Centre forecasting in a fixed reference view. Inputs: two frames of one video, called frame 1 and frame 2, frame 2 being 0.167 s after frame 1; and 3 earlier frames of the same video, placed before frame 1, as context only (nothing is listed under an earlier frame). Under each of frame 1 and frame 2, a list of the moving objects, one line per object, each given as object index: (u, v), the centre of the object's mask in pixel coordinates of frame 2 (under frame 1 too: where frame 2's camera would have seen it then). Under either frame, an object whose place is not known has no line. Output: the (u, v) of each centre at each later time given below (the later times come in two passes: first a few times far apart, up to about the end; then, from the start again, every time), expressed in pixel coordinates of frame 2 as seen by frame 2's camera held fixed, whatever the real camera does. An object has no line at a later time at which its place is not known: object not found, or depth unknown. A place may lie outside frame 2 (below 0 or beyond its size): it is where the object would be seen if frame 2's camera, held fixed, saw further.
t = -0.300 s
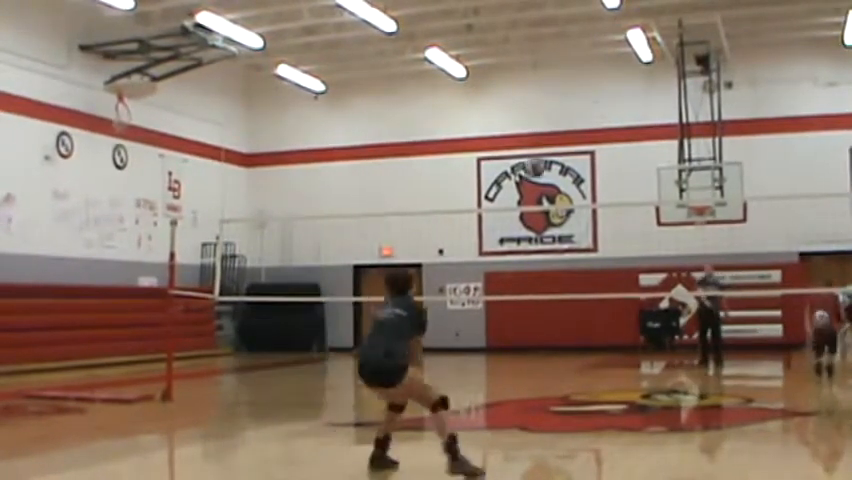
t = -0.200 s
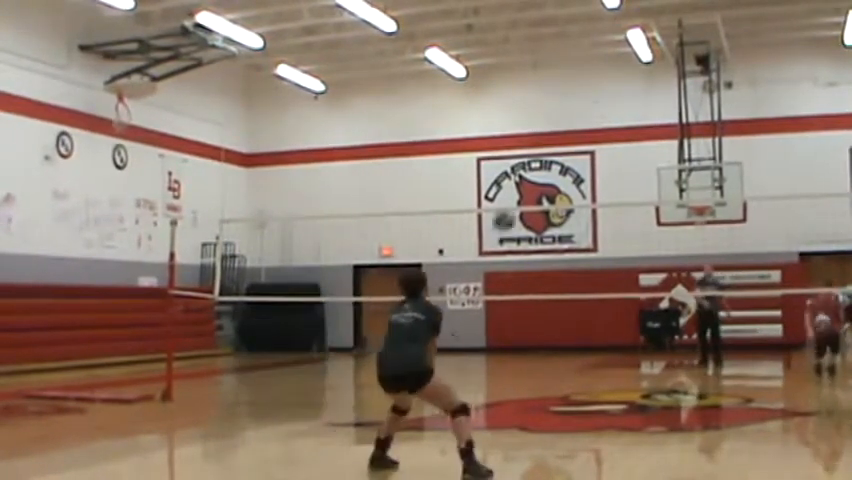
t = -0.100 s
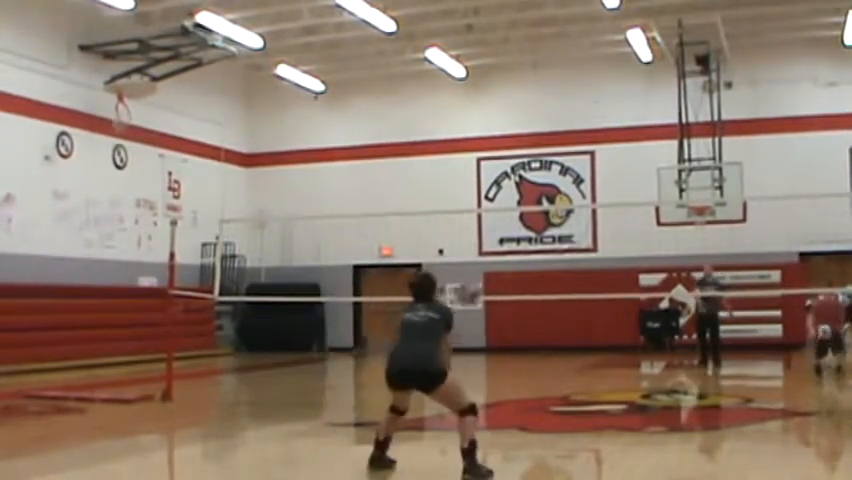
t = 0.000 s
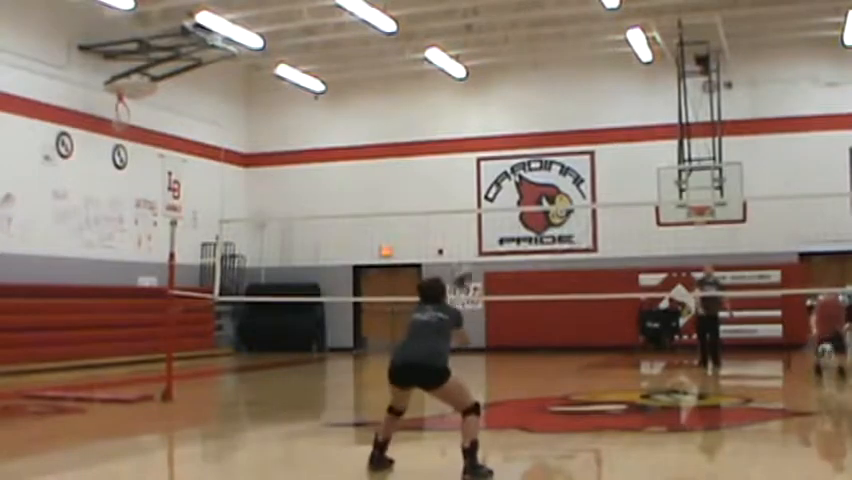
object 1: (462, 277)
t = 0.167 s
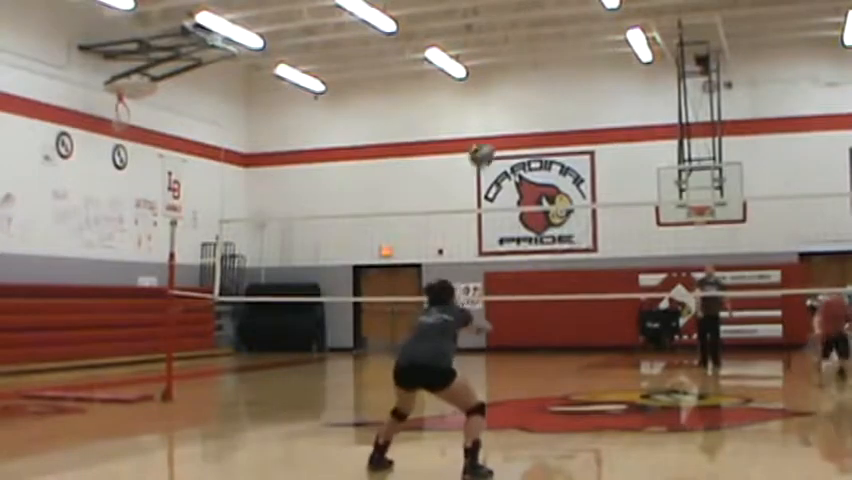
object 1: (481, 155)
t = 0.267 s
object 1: (493, 104)
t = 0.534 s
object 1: (522, 33)
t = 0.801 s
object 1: (551, 48)
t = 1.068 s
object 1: (581, 133)
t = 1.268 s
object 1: (601, 244)
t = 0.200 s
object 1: (486, 134)
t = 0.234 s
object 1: (489, 119)
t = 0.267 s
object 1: (493, 104)
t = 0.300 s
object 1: (497, 91)
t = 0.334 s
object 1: (502, 77)
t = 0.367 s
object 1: (504, 66)
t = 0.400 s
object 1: (508, 58)
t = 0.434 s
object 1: (511, 50)
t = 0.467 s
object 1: (515, 43)
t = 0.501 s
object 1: (518, 37)
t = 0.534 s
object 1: (522, 33)
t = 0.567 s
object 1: (526, 31)
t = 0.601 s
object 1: (528, 30)
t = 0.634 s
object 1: (532, 30)
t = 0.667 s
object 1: (537, 30)
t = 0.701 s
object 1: (539, 32)
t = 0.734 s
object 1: (544, 38)
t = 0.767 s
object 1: (547, 39)
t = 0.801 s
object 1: (551, 48)
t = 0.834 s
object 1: (554, 54)
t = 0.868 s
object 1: (558, 62)
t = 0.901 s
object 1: (562, 73)
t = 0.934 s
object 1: (566, 83)
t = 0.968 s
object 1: (569, 94)
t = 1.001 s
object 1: (573, 106)
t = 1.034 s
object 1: (576, 120)
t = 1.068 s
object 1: (581, 133)
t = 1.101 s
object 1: (583, 149)
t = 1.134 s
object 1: (587, 167)
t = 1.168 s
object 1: (591, 185)
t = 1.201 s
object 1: (594, 203)
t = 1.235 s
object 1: (597, 223)
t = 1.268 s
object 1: (601, 244)
